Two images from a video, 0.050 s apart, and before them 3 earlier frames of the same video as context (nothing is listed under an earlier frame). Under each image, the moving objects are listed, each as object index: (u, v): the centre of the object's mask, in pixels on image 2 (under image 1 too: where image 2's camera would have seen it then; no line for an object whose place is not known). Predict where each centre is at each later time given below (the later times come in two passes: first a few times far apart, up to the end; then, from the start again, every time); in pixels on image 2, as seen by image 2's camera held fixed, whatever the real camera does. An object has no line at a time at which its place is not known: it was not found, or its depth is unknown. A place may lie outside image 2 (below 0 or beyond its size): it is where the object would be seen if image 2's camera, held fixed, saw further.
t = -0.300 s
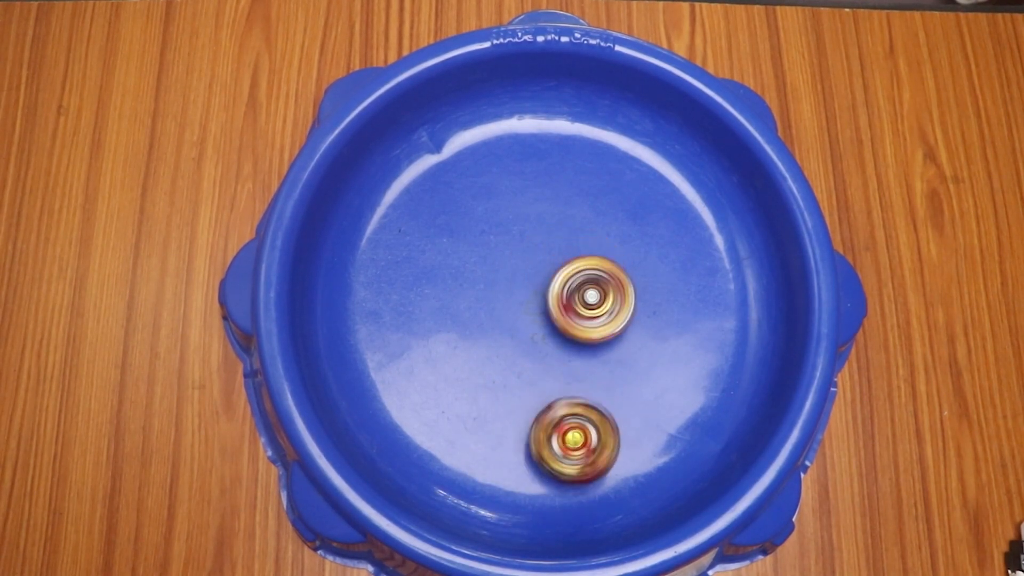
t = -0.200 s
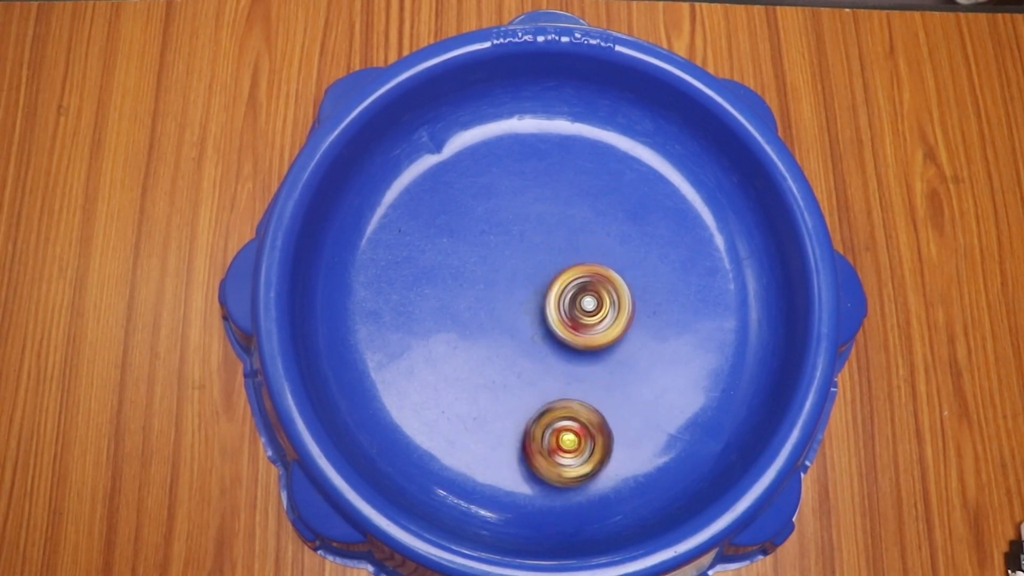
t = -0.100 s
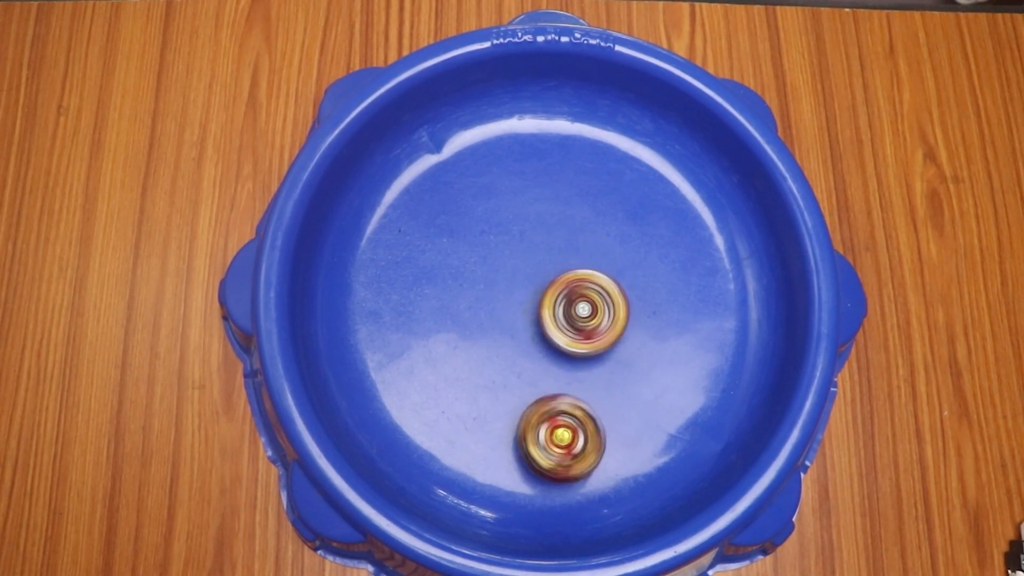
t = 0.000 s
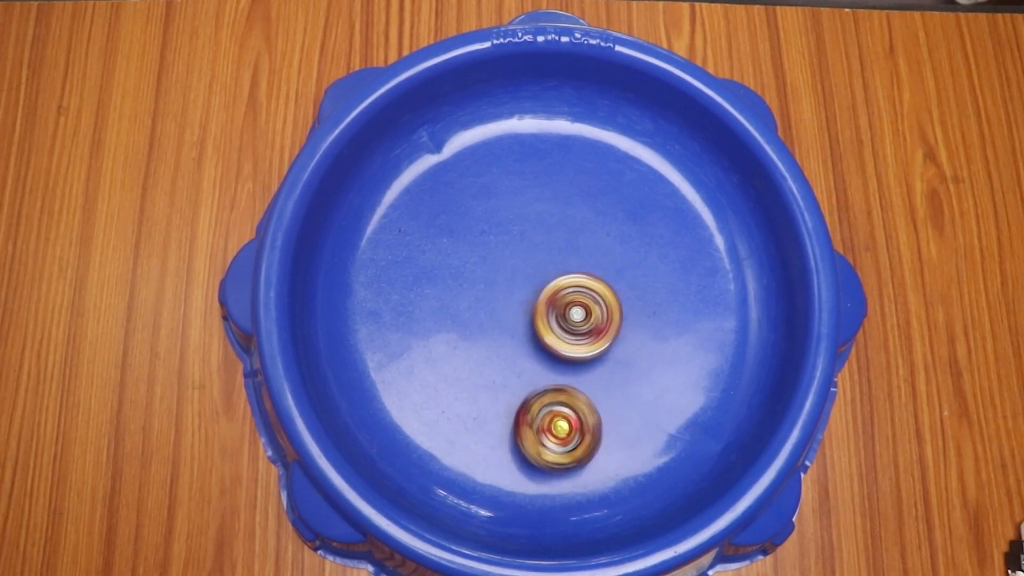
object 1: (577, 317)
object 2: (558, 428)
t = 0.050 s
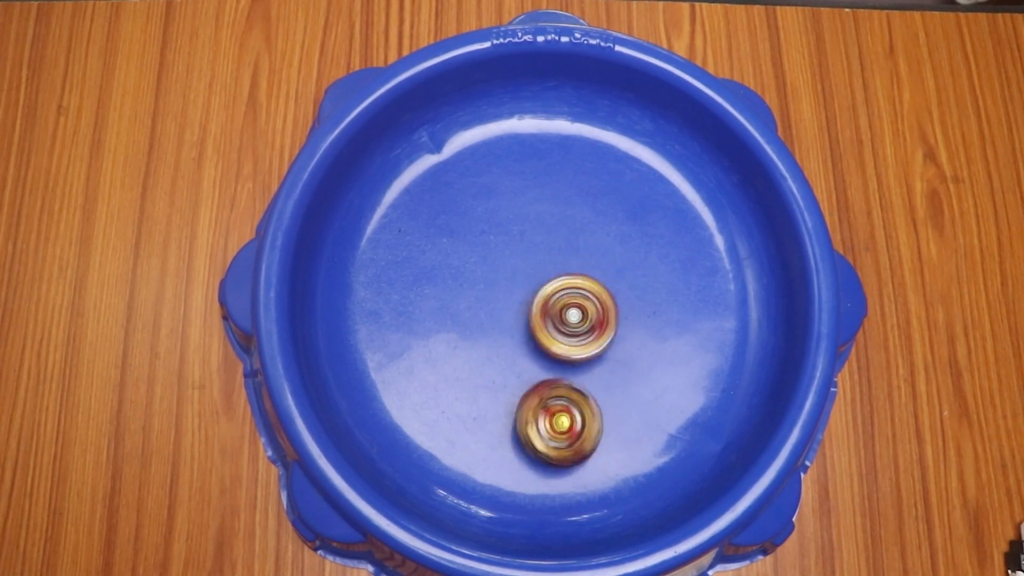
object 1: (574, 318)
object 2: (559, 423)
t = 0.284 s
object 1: (556, 316)
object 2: (575, 404)
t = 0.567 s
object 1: (546, 299)
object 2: (607, 410)
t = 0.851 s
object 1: (555, 282)
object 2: (614, 423)
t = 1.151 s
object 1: (575, 278)
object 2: (610, 404)
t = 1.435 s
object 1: (589, 291)
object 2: (629, 378)
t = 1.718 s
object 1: (583, 284)
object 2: (667, 419)
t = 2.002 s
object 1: (578, 271)
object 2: (670, 417)
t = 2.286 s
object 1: (580, 264)
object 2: (636, 367)
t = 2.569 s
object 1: (589, 231)
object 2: (537, 431)
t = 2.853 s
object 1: (602, 229)
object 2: (558, 451)
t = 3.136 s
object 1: (599, 246)
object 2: (554, 418)
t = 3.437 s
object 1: (575, 257)
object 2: (539, 423)
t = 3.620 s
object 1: (559, 251)
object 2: (551, 417)
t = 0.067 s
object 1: (572, 318)
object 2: (559, 421)
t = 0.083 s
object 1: (571, 318)
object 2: (560, 419)
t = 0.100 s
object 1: (570, 319)
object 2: (561, 417)
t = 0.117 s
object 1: (568, 319)
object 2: (562, 415)
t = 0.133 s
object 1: (567, 319)
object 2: (563, 413)
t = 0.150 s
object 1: (566, 319)
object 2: (564, 412)
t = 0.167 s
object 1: (564, 319)
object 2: (565, 411)
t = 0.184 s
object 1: (563, 319)
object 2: (567, 409)
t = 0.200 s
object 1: (562, 319)
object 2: (568, 409)
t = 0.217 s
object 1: (561, 319)
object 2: (570, 408)
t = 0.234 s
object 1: (560, 318)
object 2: (571, 407)
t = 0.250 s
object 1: (559, 317)
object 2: (572, 406)
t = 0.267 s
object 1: (558, 317)
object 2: (573, 405)
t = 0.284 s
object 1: (556, 316)
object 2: (575, 404)
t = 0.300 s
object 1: (555, 315)
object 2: (578, 403)
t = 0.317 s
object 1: (555, 314)
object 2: (580, 403)
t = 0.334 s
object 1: (553, 314)
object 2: (582, 402)
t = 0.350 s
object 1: (552, 313)
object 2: (585, 402)
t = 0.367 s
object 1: (551, 311)
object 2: (587, 402)
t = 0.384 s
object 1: (551, 311)
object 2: (589, 403)
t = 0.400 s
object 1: (550, 310)
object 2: (590, 404)
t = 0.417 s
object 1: (549, 309)
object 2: (592, 404)
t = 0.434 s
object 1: (549, 308)
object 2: (594, 404)
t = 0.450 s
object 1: (548, 306)
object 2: (596, 404)
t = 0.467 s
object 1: (548, 306)
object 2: (598, 405)
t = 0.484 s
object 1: (548, 305)
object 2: (599, 406)
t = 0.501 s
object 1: (546, 304)
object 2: (601, 406)
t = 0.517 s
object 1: (547, 302)
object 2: (603, 407)
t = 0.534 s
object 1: (547, 301)
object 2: (605, 408)
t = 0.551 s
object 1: (546, 301)
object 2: (606, 409)
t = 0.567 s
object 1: (546, 299)
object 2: (607, 410)
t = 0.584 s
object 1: (546, 298)
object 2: (609, 411)
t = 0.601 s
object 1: (546, 297)
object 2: (610, 412)
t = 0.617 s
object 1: (547, 296)
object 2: (611, 413)
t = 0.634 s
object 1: (547, 294)
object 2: (613, 415)
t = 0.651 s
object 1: (547, 293)
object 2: (613, 415)
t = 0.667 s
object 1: (547, 292)
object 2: (614, 416)
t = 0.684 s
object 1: (547, 291)
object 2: (614, 418)
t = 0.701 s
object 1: (548, 290)
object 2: (614, 418)
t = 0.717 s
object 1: (548, 289)
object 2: (614, 419)
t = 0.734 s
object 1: (549, 287)
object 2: (615, 419)
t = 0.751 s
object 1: (550, 287)
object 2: (615, 420)
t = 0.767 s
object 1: (551, 286)
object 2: (616, 421)
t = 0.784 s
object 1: (552, 285)
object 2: (615, 422)
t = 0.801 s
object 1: (552, 284)
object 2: (615, 422)
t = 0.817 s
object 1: (553, 284)
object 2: (615, 423)
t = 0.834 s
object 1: (554, 282)
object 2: (615, 423)
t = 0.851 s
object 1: (555, 282)
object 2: (614, 423)
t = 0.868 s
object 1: (556, 281)
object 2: (613, 423)
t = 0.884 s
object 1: (557, 280)
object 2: (612, 422)
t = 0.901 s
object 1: (558, 280)
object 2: (612, 422)
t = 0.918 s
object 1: (559, 279)
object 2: (612, 421)
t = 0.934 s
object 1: (560, 279)
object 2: (613, 421)
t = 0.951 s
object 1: (561, 278)
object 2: (611, 421)
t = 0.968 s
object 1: (563, 278)
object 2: (611, 420)
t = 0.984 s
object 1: (563, 278)
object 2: (610, 419)
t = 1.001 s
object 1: (564, 277)
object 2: (610, 418)
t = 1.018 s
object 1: (566, 277)
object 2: (610, 416)
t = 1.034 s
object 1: (567, 277)
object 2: (609, 415)
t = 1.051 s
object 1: (568, 277)
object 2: (609, 413)
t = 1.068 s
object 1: (569, 277)
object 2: (609, 411)
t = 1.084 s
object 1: (571, 277)
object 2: (609, 410)
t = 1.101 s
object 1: (571, 277)
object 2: (610, 409)
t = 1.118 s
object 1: (573, 277)
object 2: (610, 408)
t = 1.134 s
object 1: (574, 278)
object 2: (610, 406)
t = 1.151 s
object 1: (575, 278)
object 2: (610, 404)
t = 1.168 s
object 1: (576, 278)
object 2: (610, 402)
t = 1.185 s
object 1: (578, 279)
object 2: (611, 400)
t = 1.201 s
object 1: (579, 280)
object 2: (611, 398)
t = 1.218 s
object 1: (579, 280)
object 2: (612, 396)
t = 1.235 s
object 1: (581, 280)
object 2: (613, 394)
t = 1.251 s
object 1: (582, 281)
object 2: (614, 392)
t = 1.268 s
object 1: (582, 282)
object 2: (615, 391)
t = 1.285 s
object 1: (583, 283)
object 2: (616, 390)
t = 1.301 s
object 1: (585, 283)
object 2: (617, 388)
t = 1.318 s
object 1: (585, 285)
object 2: (618, 387)
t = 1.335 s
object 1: (586, 285)
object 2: (619, 385)
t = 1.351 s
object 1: (587, 286)
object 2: (621, 384)
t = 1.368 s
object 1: (587, 287)
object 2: (622, 383)
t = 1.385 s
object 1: (588, 288)
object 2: (624, 381)
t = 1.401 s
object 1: (589, 289)
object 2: (625, 380)
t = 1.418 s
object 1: (589, 291)
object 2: (627, 379)
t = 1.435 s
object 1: (589, 291)
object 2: (629, 378)
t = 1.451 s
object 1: (590, 292)
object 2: (630, 377)
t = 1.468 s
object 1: (591, 294)
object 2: (632, 376)
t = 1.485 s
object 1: (590, 295)
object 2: (633, 376)
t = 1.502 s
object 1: (591, 296)
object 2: (635, 375)
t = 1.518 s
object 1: (591, 297)
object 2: (637, 375)
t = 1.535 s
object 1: (591, 298)
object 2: (638, 376)
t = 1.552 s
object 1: (590, 294)
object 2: (641, 384)
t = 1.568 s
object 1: (590, 292)
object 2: (645, 387)
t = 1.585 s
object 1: (589, 290)
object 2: (650, 392)
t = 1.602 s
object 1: (588, 289)
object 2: (653, 399)
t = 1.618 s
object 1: (588, 289)
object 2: (655, 402)
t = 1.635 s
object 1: (587, 288)
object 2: (659, 406)
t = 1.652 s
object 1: (586, 287)
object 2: (662, 410)
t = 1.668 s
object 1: (586, 286)
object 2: (663, 413)
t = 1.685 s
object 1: (585, 286)
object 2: (665, 415)
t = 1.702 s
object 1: (584, 285)
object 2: (666, 417)
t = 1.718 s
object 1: (583, 284)
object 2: (667, 419)
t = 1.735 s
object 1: (583, 283)
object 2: (668, 420)
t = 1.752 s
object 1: (583, 283)
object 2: (669, 421)
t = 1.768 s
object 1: (581, 282)
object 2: (671, 422)
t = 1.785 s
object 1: (582, 281)
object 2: (671, 422)
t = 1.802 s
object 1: (581, 280)
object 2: (671, 423)
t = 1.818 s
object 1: (581, 280)
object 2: (671, 423)
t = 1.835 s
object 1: (580, 278)
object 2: (671, 422)
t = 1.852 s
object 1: (580, 278)
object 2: (672, 421)
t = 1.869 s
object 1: (580, 277)
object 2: (673, 421)
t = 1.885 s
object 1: (579, 276)
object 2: (673, 421)
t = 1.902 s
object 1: (579, 275)
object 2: (672, 420)
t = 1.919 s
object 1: (579, 275)
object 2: (673, 420)
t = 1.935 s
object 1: (578, 274)
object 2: (672, 420)
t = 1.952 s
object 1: (578, 273)
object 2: (672, 419)
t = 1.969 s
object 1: (578, 272)
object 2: (672, 418)
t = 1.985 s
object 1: (578, 272)
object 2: (672, 418)
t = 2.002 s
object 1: (578, 271)
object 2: (670, 417)
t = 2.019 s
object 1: (578, 270)
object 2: (670, 417)
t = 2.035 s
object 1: (578, 270)
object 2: (669, 416)
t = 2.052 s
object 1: (578, 269)
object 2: (668, 413)
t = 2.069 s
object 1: (578, 268)
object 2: (667, 412)
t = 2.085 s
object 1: (578, 268)
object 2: (665, 410)
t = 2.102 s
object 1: (578, 268)
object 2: (663, 407)
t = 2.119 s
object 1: (578, 267)
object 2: (662, 405)
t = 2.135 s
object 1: (579, 266)
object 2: (660, 402)
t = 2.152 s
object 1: (579, 266)
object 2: (658, 398)
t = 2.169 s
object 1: (579, 266)
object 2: (657, 395)
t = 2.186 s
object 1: (579, 265)
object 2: (654, 392)
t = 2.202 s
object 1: (579, 265)
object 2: (652, 388)
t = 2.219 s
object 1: (579, 265)
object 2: (650, 384)
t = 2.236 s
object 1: (579, 264)
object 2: (646, 380)
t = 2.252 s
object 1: (580, 264)
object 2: (643, 376)
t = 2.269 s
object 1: (580, 264)
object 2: (639, 371)
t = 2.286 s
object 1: (580, 264)
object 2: (636, 367)
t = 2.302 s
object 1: (580, 264)
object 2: (631, 364)
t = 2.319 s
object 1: (581, 264)
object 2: (626, 359)
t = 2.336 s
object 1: (581, 264)
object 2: (622, 355)
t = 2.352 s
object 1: (581, 263)
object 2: (617, 352)
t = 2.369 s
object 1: (582, 263)
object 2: (611, 348)
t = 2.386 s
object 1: (582, 261)
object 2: (603, 350)
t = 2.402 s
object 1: (583, 254)
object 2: (596, 356)
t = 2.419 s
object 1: (585, 247)
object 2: (587, 363)
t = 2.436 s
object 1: (585, 243)
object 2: (579, 371)
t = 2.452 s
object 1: (586, 240)
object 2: (571, 379)
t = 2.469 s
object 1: (586, 237)
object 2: (563, 388)
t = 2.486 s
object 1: (587, 236)
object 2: (556, 396)
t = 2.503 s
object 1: (587, 235)
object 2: (551, 404)
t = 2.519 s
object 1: (588, 235)
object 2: (546, 412)
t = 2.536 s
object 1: (587, 233)
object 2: (542, 419)
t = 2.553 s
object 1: (588, 232)
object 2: (539, 425)
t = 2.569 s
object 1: (589, 231)
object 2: (537, 431)
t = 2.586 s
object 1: (590, 230)
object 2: (536, 436)
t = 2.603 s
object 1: (590, 229)
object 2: (535, 440)
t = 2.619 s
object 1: (591, 228)
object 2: (536, 443)
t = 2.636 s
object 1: (592, 228)
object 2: (536, 446)
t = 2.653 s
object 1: (593, 228)
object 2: (538, 448)
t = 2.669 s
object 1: (592, 227)
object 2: (540, 449)
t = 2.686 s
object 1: (594, 226)
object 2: (542, 450)
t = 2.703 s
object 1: (595, 226)
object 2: (544, 451)
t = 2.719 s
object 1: (596, 226)
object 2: (545, 452)
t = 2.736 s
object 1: (596, 226)
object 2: (547, 453)
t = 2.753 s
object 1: (598, 226)
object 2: (549, 453)
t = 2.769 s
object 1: (598, 226)
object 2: (551, 453)
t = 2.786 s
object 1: (599, 227)
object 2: (552, 453)
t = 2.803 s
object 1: (599, 227)
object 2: (554, 452)
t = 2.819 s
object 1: (601, 227)
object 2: (555, 452)
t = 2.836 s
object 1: (601, 228)
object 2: (557, 451)
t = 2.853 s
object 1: (602, 229)
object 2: (558, 451)
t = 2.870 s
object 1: (602, 229)
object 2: (560, 450)
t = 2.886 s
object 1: (603, 230)
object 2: (561, 449)
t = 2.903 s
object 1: (603, 231)
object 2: (562, 448)
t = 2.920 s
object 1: (603, 232)
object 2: (563, 447)
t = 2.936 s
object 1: (603, 233)
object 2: (564, 445)
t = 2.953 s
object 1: (603, 234)
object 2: (565, 443)
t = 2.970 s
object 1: (604, 235)
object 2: (567, 440)
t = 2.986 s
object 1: (603, 236)
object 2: (567, 438)
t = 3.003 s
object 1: (603, 237)
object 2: (567, 435)
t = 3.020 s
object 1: (603, 238)
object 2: (567, 433)
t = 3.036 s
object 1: (603, 239)
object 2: (566, 430)
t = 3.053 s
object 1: (602, 241)
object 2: (565, 427)
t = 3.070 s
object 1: (602, 241)
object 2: (564, 424)
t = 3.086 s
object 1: (602, 243)
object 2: (562, 422)
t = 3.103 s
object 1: (601, 244)
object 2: (559, 420)
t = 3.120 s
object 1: (600, 245)
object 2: (557, 419)
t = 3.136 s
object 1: (599, 246)
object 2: (554, 418)
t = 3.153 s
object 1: (599, 247)
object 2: (552, 418)
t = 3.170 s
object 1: (598, 248)
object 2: (549, 418)
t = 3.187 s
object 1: (596, 250)
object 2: (546, 418)
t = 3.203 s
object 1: (595, 250)
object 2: (544, 419)
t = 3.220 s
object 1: (594, 251)
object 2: (543, 420)
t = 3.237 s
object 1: (593, 252)
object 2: (542, 421)
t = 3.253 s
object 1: (591, 253)
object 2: (540, 422)
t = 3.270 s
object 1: (590, 253)
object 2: (540, 423)
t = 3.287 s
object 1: (589, 254)
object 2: (539, 423)
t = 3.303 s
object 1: (588, 255)
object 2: (538, 424)
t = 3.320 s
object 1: (585, 256)
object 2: (537, 425)
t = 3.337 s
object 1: (584, 256)
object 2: (537, 426)
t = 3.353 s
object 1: (583, 256)
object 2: (537, 426)
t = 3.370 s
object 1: (581, 257)
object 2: (538, 425)
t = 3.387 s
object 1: (579, 257)
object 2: (538, 425)
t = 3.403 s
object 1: (578, 257)
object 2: (538, 424)
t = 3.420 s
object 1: (576, 257)
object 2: (539, 424)
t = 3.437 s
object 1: (575, 257)
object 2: (539, 423)
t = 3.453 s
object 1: (572, 257)
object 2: (540, 423)
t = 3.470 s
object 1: (571, 256)
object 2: (540, 423)
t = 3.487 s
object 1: (569, 256)
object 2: (541, 422)
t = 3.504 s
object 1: (568, 256)
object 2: (541, 421)
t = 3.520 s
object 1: (566, 255)
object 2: (542, 421)
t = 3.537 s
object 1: (565, 254)
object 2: (543, 420)
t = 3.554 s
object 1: (564, 254)
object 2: (545, 419)
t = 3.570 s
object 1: (563, 254)
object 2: (546, 418)
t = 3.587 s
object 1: (561, 253)
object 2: (548, 417)
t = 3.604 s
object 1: (560, 251)
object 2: (549, 417)
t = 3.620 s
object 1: (559, 251)
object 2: (551, 417)
